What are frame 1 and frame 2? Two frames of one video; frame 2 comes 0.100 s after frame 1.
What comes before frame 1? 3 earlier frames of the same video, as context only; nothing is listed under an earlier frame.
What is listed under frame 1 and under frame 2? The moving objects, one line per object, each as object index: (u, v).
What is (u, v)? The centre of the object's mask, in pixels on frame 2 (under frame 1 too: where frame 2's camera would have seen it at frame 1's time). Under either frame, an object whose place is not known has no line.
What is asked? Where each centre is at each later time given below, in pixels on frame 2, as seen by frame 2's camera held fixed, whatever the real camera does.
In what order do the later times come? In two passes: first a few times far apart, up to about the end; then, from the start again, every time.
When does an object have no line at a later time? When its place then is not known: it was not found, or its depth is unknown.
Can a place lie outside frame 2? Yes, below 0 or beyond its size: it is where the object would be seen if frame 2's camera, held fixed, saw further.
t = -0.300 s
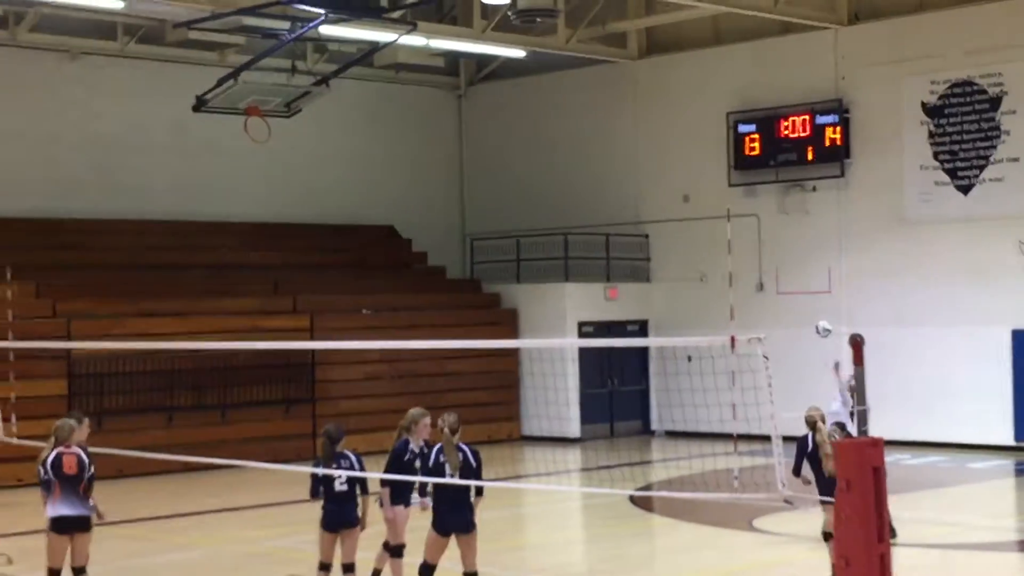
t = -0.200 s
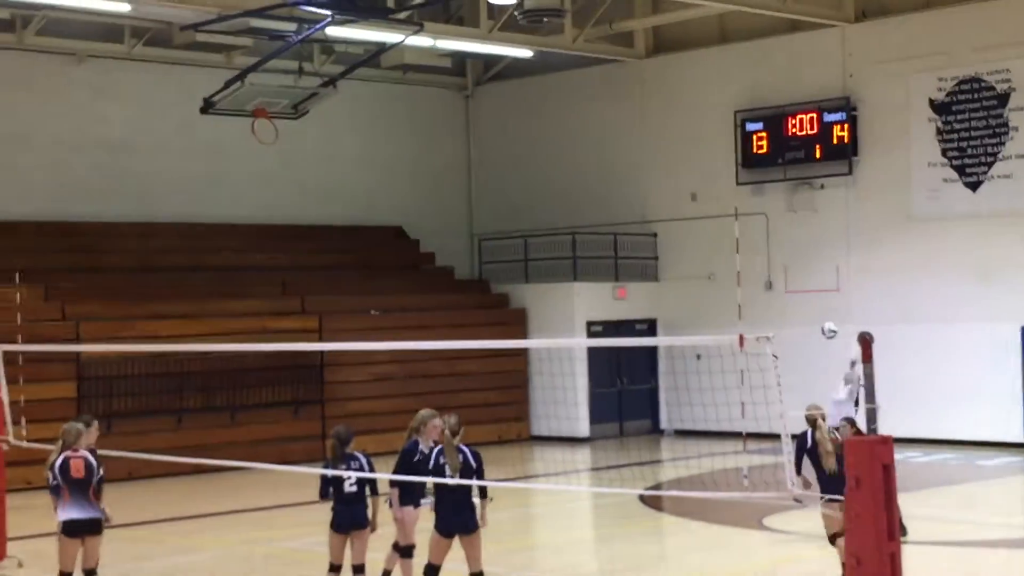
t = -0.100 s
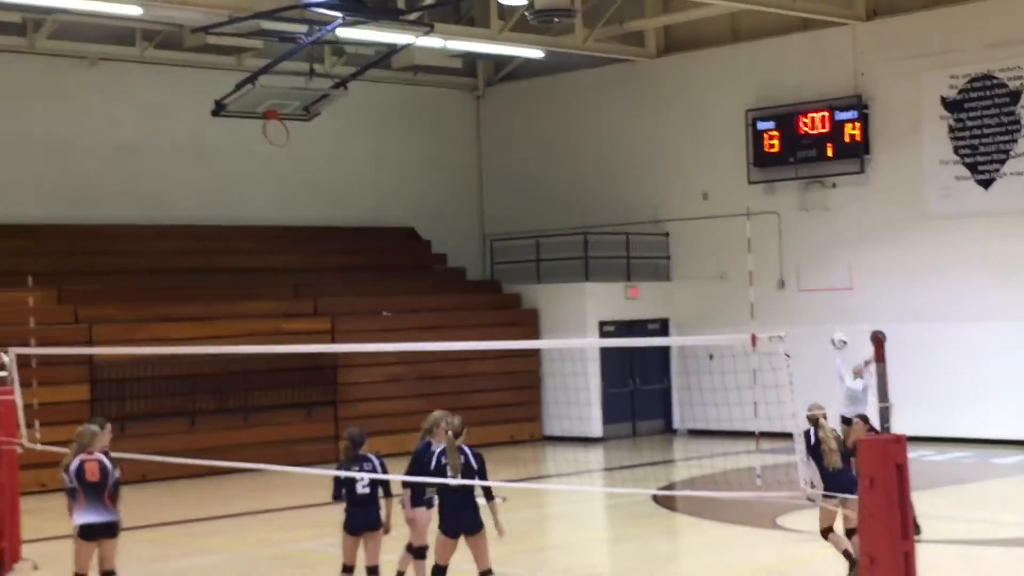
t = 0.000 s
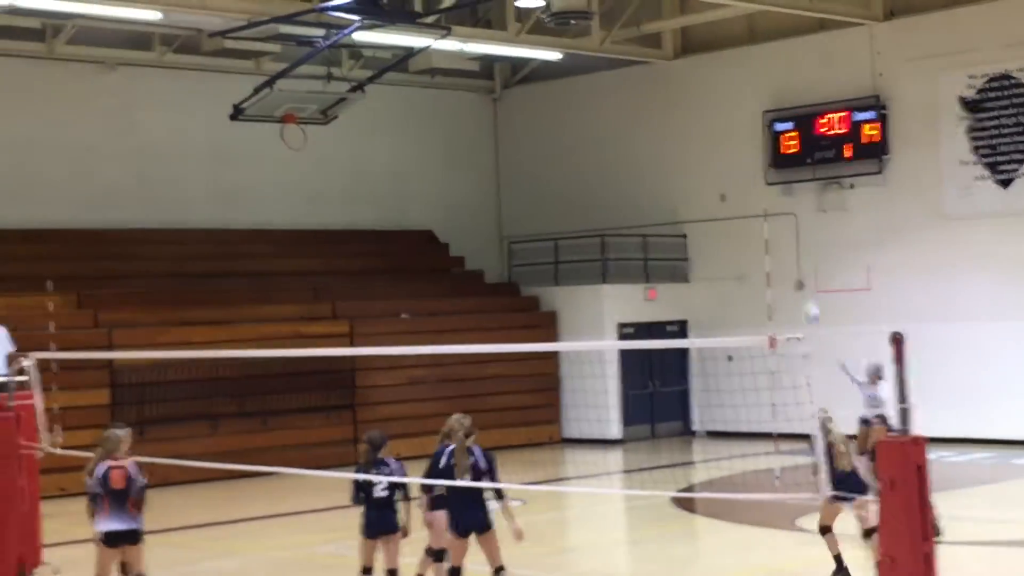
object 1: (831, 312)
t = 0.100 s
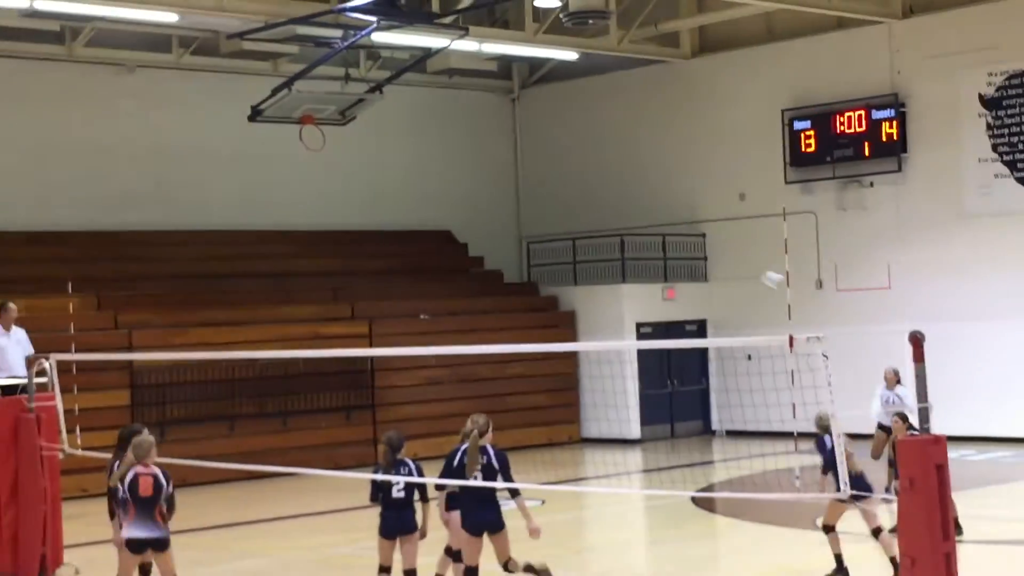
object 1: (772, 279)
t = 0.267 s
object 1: (667, 242)
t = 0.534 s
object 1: (468, 221)
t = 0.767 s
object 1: (254, 263)
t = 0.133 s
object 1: (751, 271)
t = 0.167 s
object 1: (730, 261)
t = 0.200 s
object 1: (709, 254)
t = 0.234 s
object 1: (689, 248)
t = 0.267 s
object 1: (667, 242)
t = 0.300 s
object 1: (645, 236)
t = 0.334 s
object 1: (620, 230)
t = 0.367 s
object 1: (595, 226)
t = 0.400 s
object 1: (572, 223)
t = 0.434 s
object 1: (547, 221)
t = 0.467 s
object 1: (522, 220)
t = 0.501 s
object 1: (494, 219)
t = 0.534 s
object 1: (468, 221)
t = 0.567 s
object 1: (441, 222)
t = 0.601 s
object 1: (411, 225)
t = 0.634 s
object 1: (381, 230)
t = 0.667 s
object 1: (350, 235)
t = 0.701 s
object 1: (319, 243)
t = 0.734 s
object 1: (288, 252)
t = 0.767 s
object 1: (254, 263)
